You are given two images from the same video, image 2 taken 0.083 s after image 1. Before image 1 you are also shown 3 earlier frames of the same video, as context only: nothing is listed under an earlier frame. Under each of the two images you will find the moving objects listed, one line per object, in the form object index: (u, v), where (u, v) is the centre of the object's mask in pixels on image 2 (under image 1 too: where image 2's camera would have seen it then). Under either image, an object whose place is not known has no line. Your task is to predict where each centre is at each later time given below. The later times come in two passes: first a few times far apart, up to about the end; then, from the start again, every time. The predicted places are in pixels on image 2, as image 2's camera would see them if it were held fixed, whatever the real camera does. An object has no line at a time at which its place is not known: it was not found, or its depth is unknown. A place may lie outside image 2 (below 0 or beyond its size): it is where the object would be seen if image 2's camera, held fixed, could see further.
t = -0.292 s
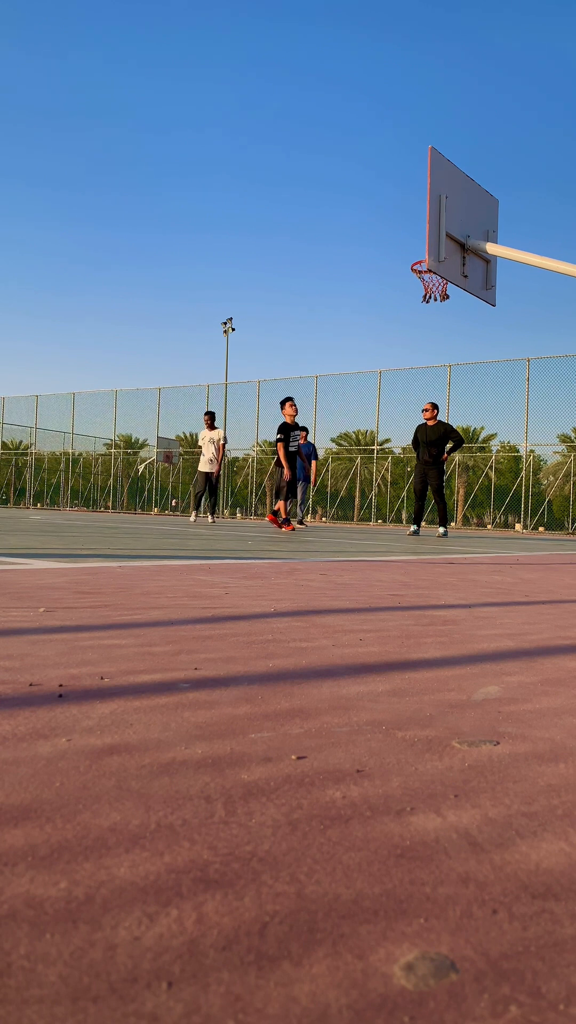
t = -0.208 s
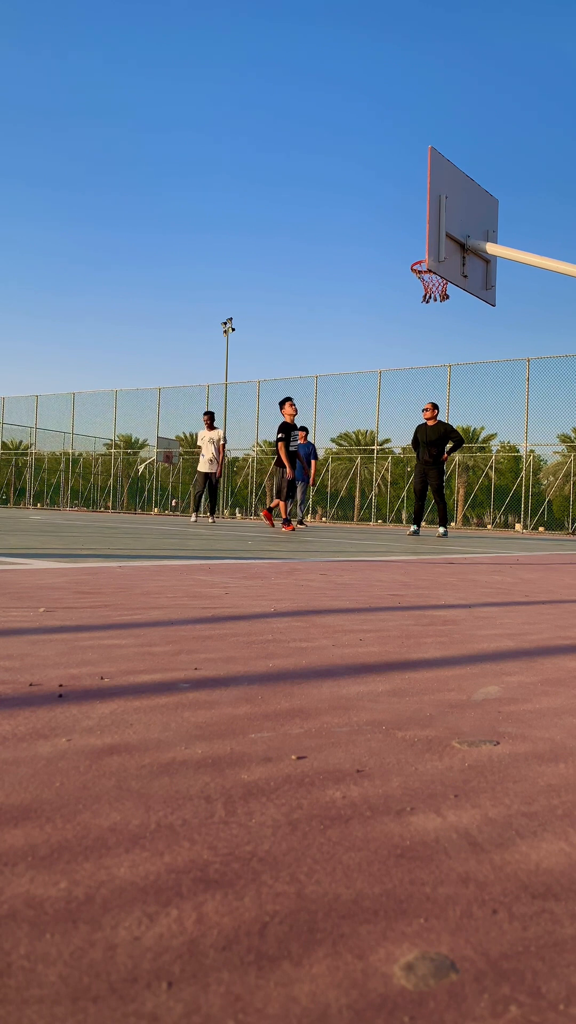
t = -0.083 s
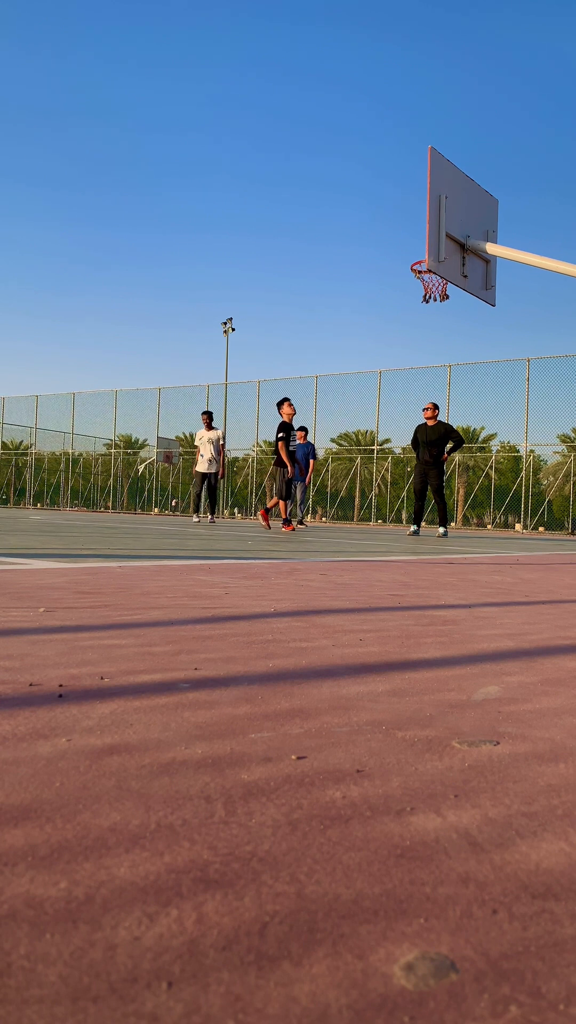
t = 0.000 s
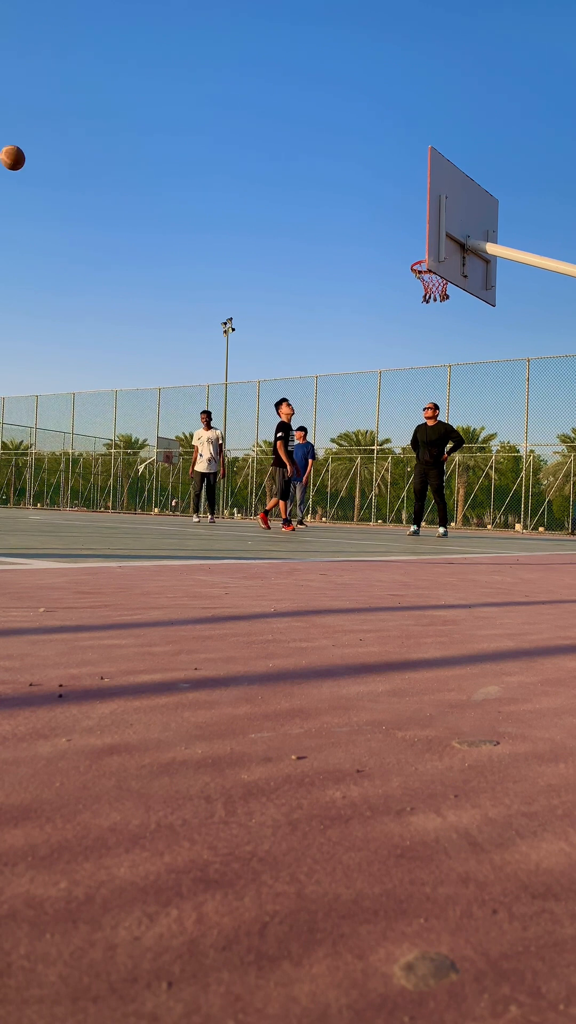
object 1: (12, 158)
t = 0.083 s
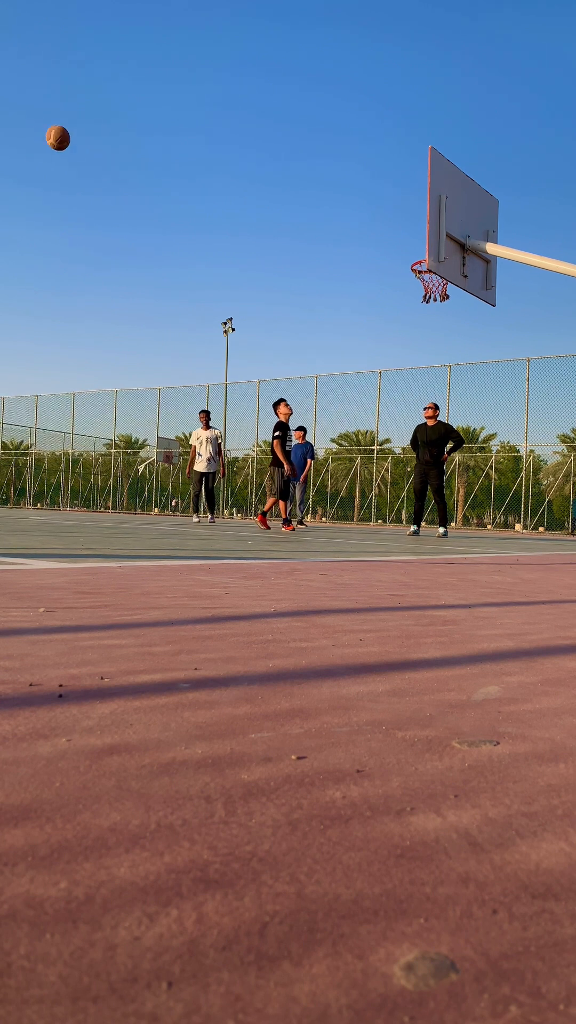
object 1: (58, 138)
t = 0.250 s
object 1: (143, 117)
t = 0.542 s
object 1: (279, 141)
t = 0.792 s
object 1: (385, 217)
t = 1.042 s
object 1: (450, 294)
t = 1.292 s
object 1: (468, 367)
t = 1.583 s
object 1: (487, 528)
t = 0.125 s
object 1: (80, 130)
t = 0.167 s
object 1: (101, 124)
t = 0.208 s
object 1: (122, 120)
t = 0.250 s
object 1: (143, 117)
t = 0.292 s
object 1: (163, 116)
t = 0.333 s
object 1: (183, 117)
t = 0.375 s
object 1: (203, 119)
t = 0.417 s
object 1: (222, 122)
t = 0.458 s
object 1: (242, 127)
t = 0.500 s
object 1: (261, 134)
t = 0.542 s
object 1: (279, 141)
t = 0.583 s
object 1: (297, 150)
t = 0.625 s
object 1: (315, 161)
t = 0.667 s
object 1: (333, 173)
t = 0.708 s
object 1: (350, 186)
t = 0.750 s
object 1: (368, 201)
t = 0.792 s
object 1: (385, 217)
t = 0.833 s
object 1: (402, 234)
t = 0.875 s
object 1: (417, 252)
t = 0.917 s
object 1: (431, 277)
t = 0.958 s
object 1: (444, 286)
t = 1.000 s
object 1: (446, 289)
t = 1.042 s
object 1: (450, 294)
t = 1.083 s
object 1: (453, 302)
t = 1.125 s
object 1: (456, 312)
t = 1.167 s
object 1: (459, 323)
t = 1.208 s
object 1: (462, 336)
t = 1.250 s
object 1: (465, 351)
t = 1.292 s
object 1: (468, 367)
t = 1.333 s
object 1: (471, 385)
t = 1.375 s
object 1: (473, 405)
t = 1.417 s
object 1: (476, 426)
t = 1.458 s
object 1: (479, 449)
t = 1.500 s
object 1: (481, 474)
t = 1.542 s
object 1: (484, 500)
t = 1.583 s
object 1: (487, 528)
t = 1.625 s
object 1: (487, 518)
